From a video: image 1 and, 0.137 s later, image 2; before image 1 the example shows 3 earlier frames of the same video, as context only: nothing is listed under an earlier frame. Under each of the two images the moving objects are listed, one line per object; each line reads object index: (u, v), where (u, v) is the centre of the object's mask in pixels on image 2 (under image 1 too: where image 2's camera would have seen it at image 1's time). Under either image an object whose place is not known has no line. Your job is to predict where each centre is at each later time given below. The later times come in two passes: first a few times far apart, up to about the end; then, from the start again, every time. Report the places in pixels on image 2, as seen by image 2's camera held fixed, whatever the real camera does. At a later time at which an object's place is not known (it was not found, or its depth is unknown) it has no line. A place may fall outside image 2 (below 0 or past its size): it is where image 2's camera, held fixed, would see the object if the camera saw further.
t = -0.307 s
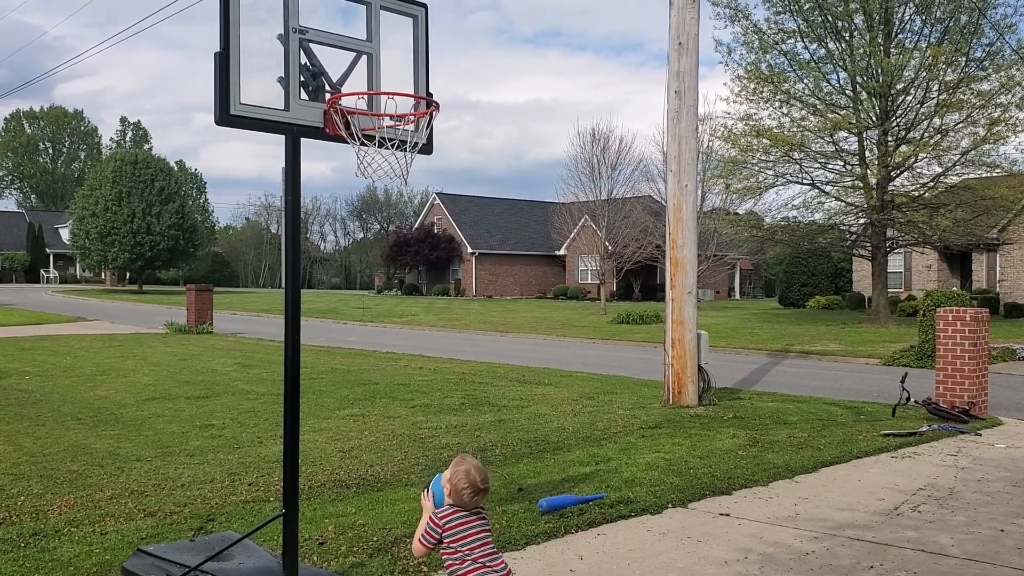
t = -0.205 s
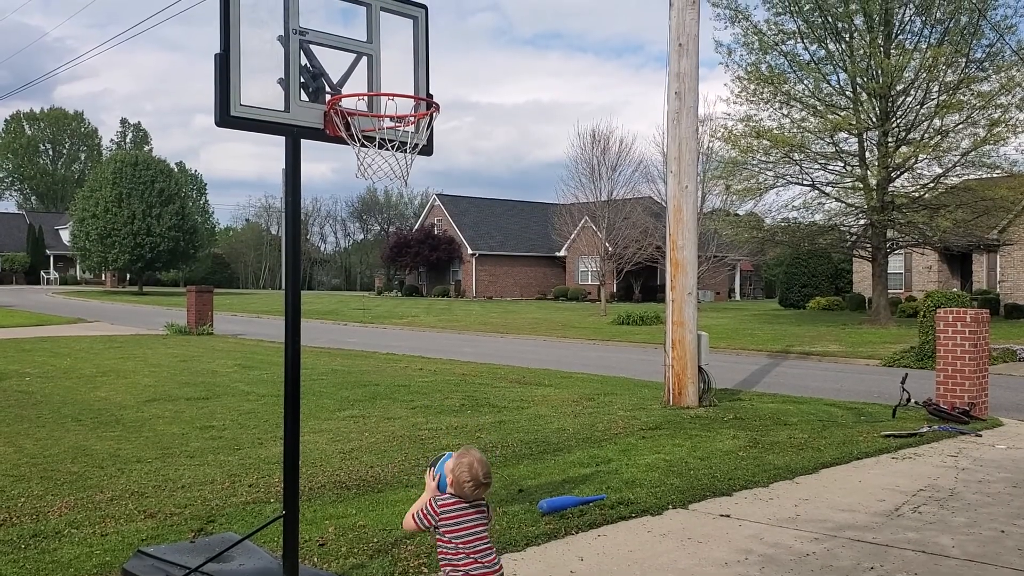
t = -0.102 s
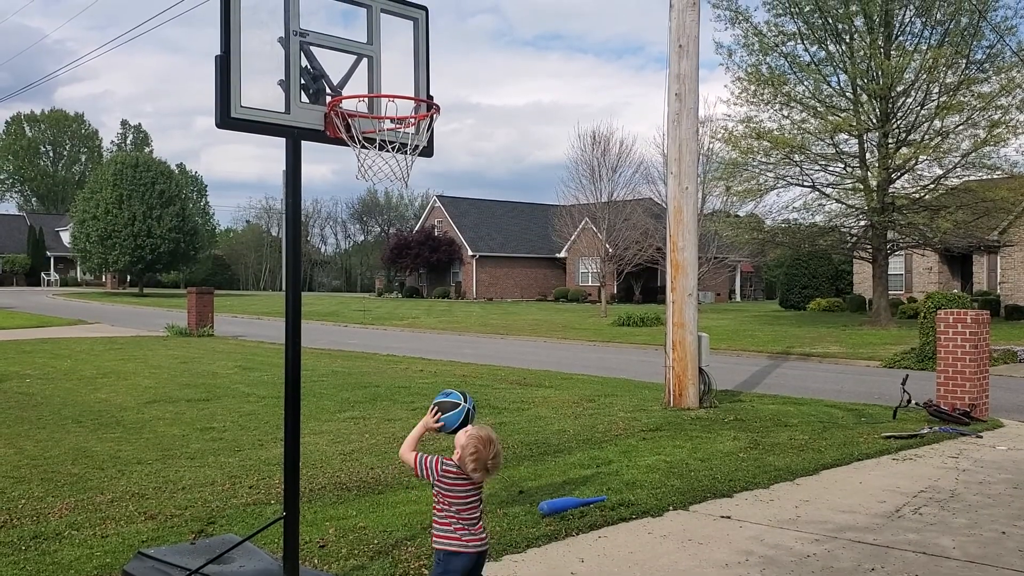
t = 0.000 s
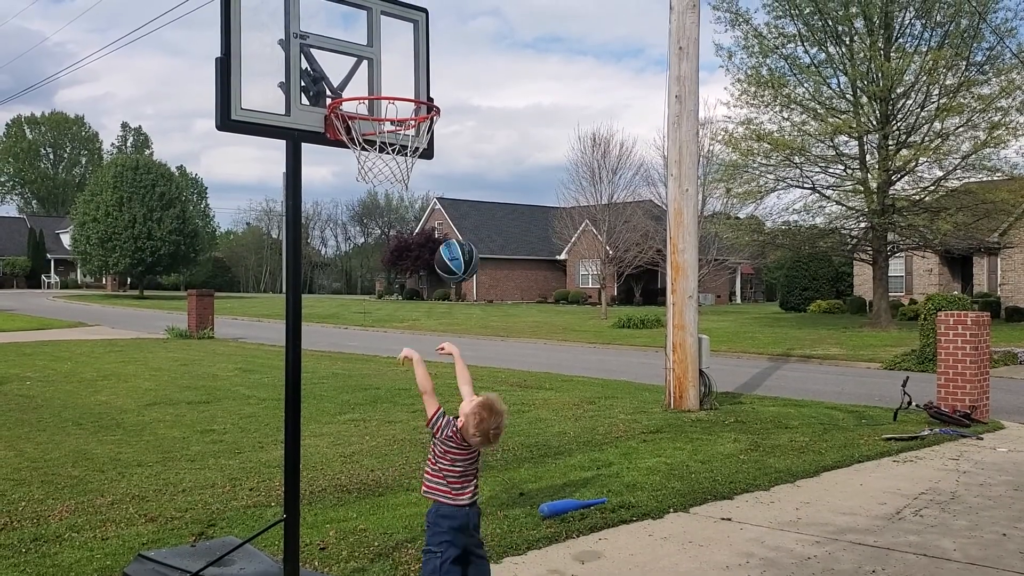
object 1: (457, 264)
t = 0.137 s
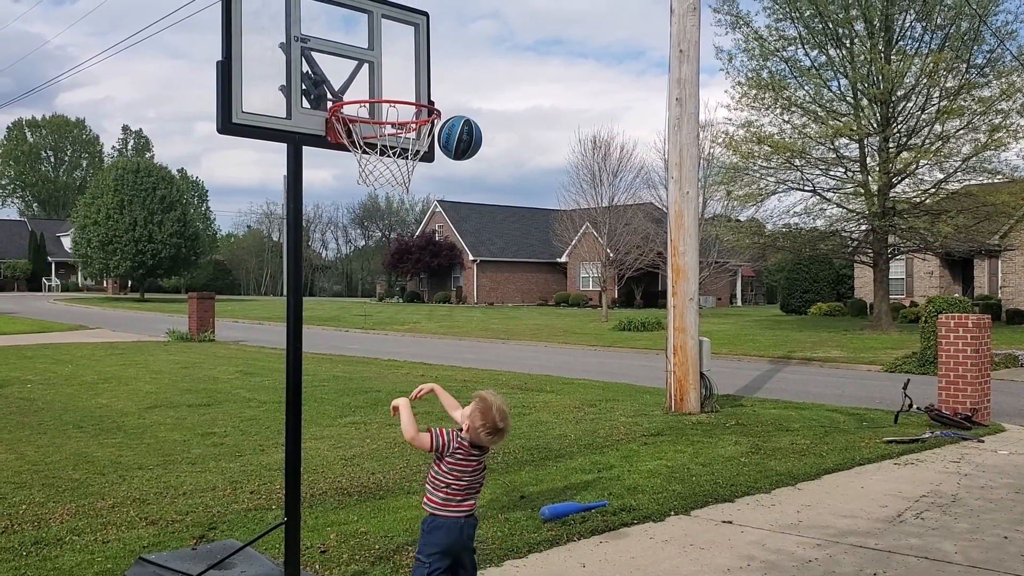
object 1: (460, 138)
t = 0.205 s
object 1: (461, 91)
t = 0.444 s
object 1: (463, 13)
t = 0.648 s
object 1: (465, 47)
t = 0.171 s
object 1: (460, 113)
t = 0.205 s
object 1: (461, 91)
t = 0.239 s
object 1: (461, 72)
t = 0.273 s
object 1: (461, 55)
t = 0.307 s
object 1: (462, 41)
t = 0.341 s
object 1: (462, 29)
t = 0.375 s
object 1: (462, 21)
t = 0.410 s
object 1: (463, 15)
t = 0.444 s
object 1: (463, 13)
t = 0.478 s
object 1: (464, 12)
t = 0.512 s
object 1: (464, 13)
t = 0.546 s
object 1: (464, 18)
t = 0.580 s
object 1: (465, 25)
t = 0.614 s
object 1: (465, 35)
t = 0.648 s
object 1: (465, 47)
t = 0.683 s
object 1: (466, 63)
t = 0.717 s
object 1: (466, 80)
